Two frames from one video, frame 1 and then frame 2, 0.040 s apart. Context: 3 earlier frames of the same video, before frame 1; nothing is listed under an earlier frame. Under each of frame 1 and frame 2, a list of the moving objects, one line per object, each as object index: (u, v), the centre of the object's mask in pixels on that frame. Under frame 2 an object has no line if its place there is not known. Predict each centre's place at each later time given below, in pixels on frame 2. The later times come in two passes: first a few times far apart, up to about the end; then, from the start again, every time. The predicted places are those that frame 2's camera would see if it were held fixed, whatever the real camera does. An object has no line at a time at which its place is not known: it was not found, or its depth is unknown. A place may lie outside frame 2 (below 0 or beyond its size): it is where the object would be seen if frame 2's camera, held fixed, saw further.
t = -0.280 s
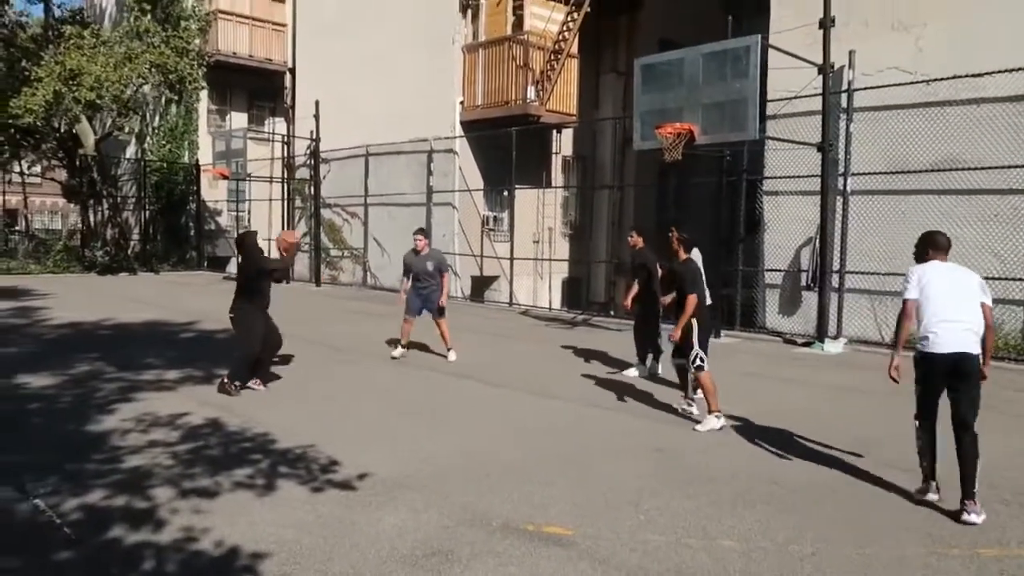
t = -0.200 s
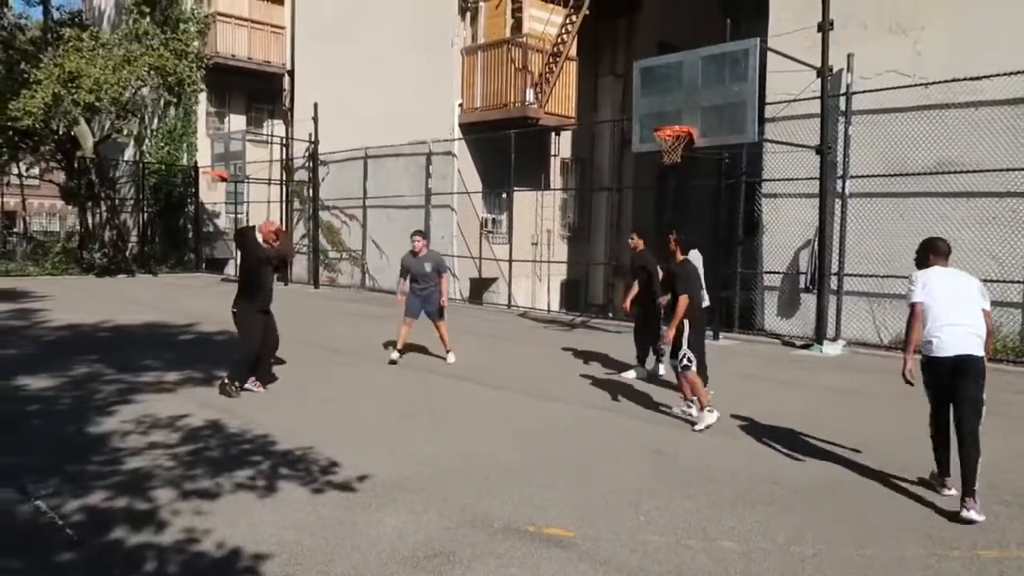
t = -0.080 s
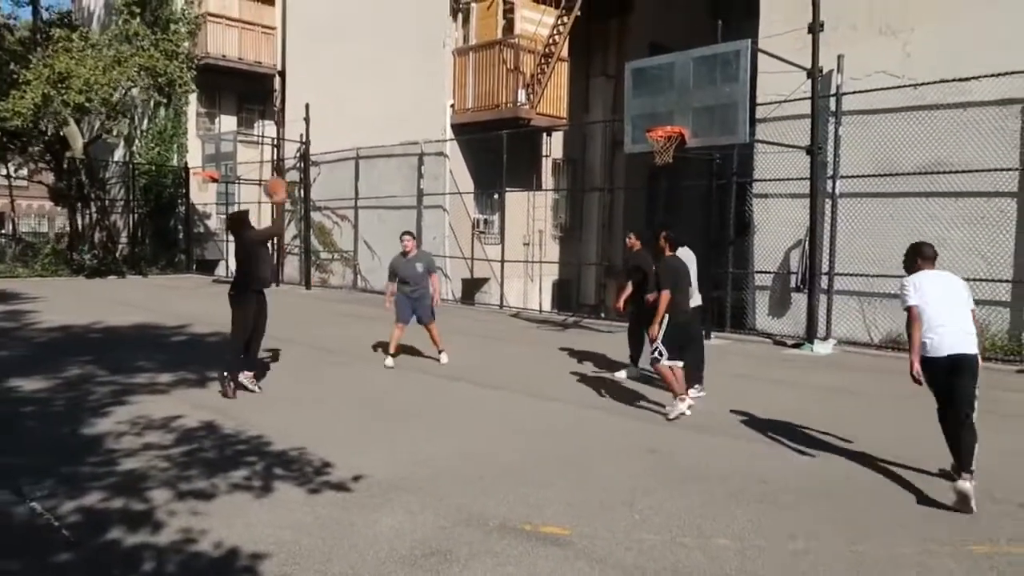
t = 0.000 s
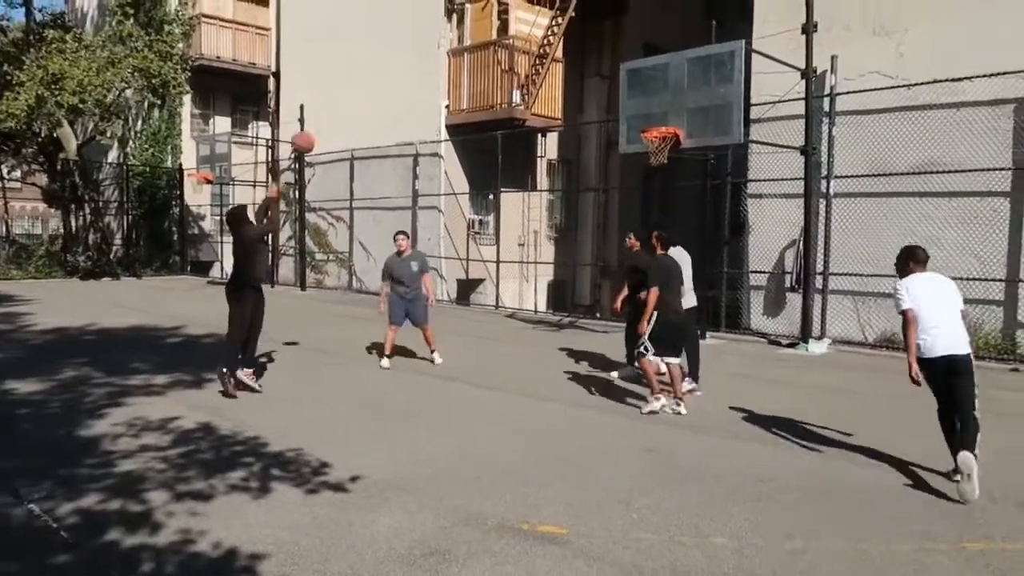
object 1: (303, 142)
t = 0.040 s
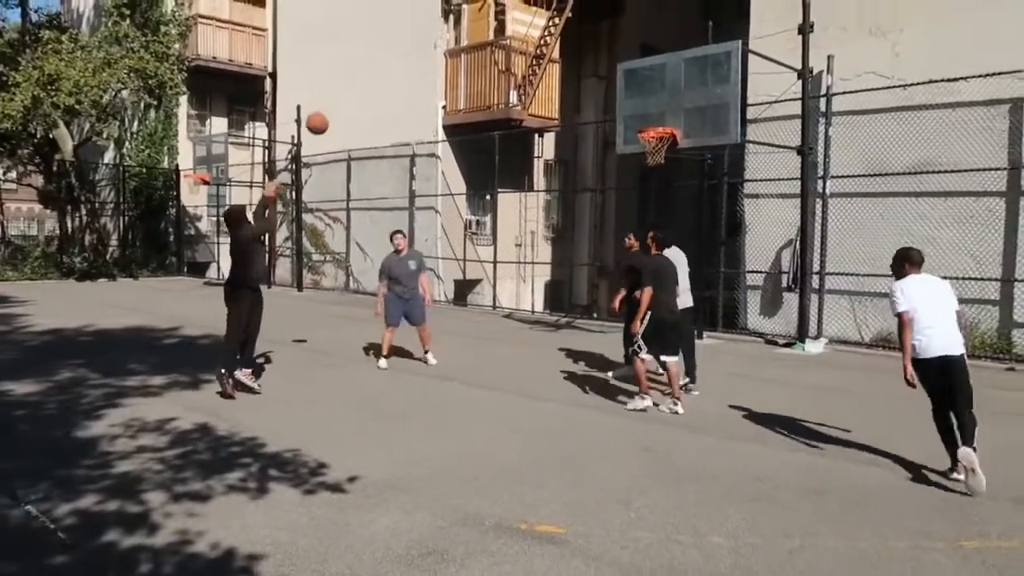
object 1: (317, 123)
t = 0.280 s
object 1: (415, 39)
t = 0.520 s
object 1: (501, 16)
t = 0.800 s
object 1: (588, 43)
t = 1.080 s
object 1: (657, 118)
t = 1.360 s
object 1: (646, 77)
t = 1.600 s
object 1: (630, 89)
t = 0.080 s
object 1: (334, 104)
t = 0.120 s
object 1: (351, 88)
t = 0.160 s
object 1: (368, 73)
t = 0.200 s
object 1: (384, 60)
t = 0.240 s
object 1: (400, 49)
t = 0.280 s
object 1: (415, 39)
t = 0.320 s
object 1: (430, 31)
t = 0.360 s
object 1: (445, 25)
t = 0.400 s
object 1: (461, 19)
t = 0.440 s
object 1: (475, 18)
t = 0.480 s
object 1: (487, 17)
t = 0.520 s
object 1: (501, 16)
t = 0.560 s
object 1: (514, 16)
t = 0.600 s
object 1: (527, 16)
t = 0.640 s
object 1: (540, 19)
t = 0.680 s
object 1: (553, 25)
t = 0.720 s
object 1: (564, 30)
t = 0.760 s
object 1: (576, 36)
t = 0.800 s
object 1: (588, 43)
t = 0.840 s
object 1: (599, 53)
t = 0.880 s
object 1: (610, 63)
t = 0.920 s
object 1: (621, 76)
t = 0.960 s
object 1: (631, 89)
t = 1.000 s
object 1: (642, 103)
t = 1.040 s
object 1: (652, 117)
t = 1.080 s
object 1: (657, 118)
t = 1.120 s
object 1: (660, 108)
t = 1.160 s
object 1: (657, 101)
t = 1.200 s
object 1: (655, 94)
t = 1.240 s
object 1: (652, 88)
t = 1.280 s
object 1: (650, 83)
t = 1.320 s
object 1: (648, 79)
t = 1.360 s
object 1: (646, 77)
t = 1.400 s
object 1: (643, 76)
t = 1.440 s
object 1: (641, 76)
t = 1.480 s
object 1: (638, 77)
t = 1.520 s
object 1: (635, 79)
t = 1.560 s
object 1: (632, 83)
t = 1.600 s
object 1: (630, 89)
